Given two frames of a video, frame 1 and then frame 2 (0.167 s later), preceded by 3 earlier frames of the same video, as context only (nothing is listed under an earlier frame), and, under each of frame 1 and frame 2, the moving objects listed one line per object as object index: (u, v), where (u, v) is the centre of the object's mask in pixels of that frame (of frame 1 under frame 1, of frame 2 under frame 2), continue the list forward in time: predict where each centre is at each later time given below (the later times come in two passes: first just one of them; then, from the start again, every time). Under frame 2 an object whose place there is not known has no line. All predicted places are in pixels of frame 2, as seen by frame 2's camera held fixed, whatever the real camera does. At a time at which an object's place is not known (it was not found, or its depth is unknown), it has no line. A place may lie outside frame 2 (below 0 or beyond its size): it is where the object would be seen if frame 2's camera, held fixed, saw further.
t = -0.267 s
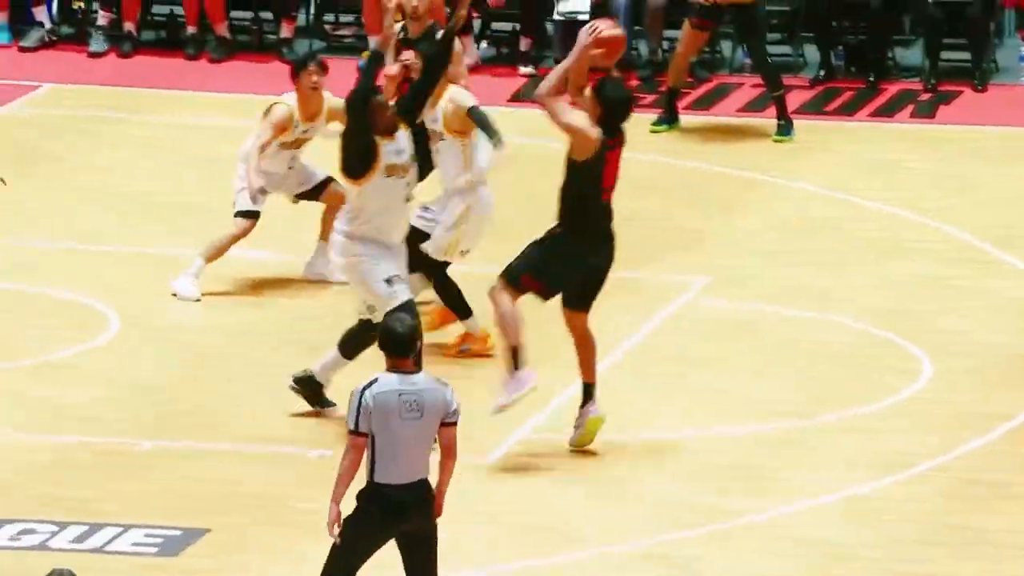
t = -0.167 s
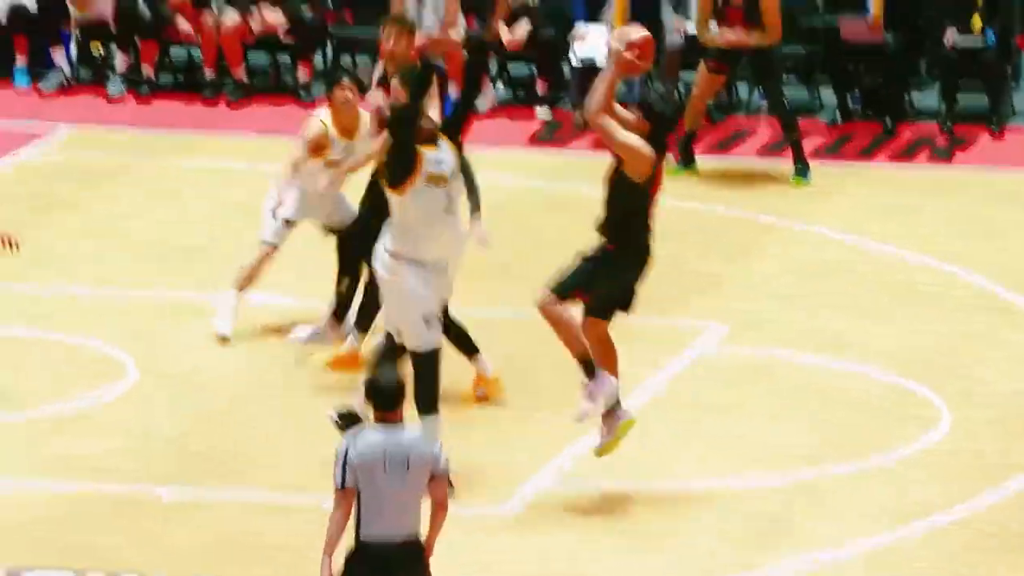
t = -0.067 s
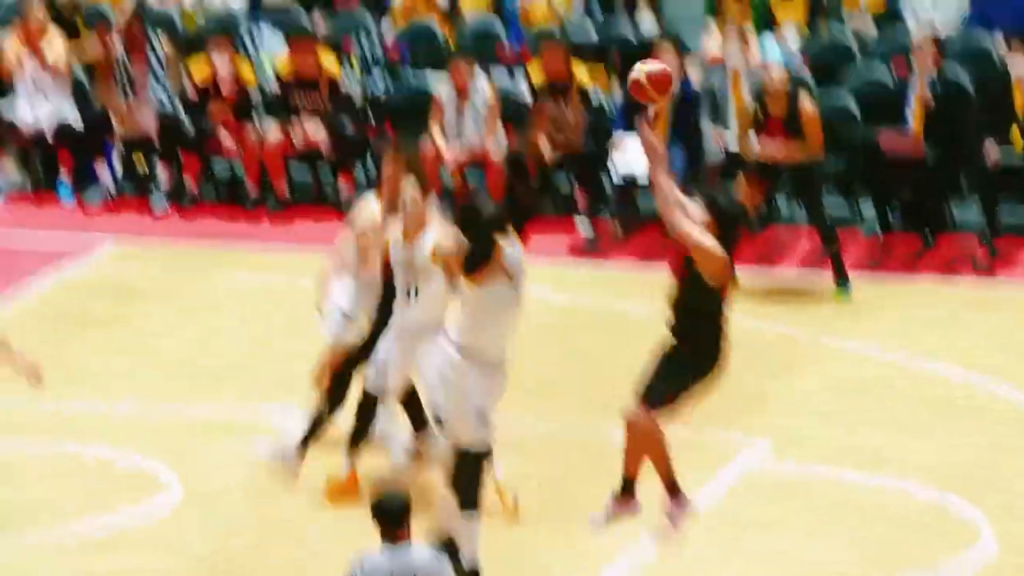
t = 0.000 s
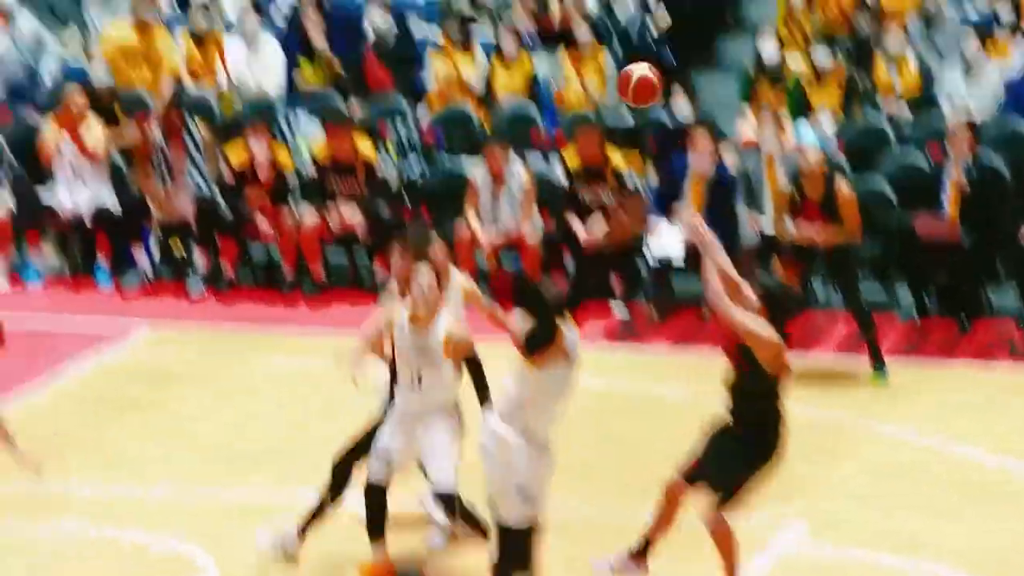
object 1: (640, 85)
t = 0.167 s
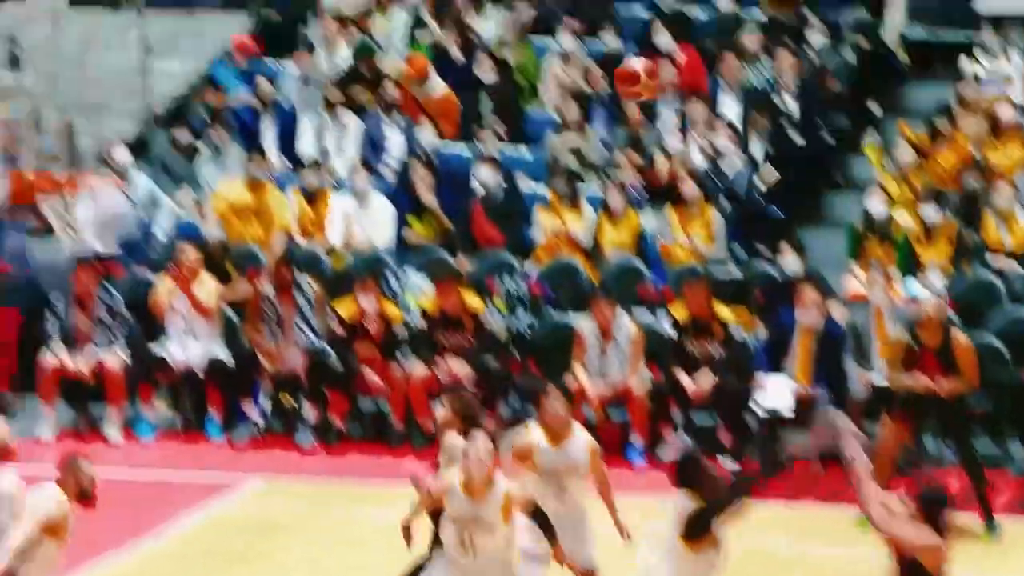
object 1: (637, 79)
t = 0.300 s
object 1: (553, -11)
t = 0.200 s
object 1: (616, 53)
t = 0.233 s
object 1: (595, 29)
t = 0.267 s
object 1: (574, 9)
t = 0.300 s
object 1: (553, -11)
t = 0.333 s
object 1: (534, -27)
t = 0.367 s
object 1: (514, -42)
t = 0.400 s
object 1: (493, -54)
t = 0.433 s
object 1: (471, -65)
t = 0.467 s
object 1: (453, -74)
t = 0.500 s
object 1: (433, -80)
